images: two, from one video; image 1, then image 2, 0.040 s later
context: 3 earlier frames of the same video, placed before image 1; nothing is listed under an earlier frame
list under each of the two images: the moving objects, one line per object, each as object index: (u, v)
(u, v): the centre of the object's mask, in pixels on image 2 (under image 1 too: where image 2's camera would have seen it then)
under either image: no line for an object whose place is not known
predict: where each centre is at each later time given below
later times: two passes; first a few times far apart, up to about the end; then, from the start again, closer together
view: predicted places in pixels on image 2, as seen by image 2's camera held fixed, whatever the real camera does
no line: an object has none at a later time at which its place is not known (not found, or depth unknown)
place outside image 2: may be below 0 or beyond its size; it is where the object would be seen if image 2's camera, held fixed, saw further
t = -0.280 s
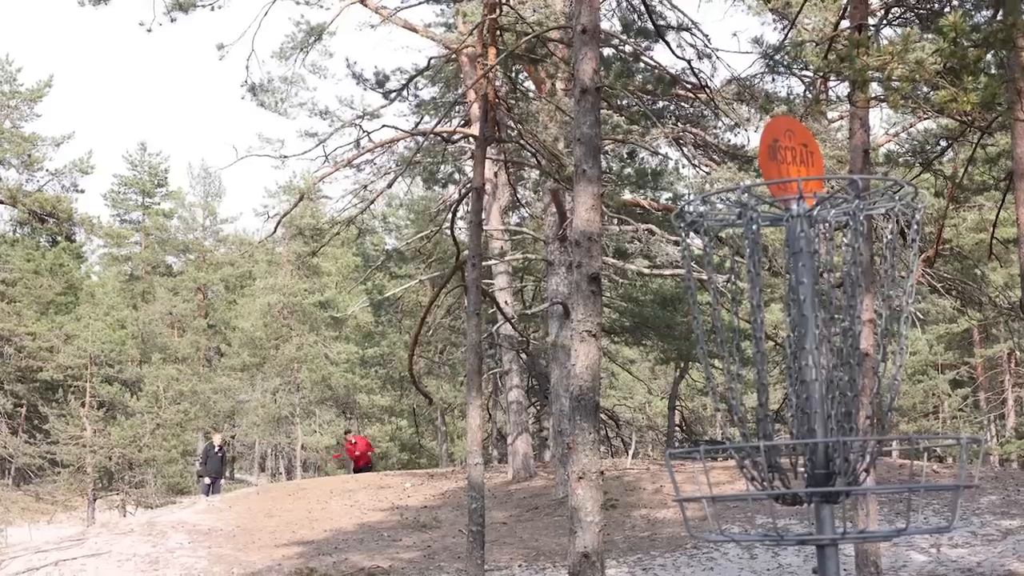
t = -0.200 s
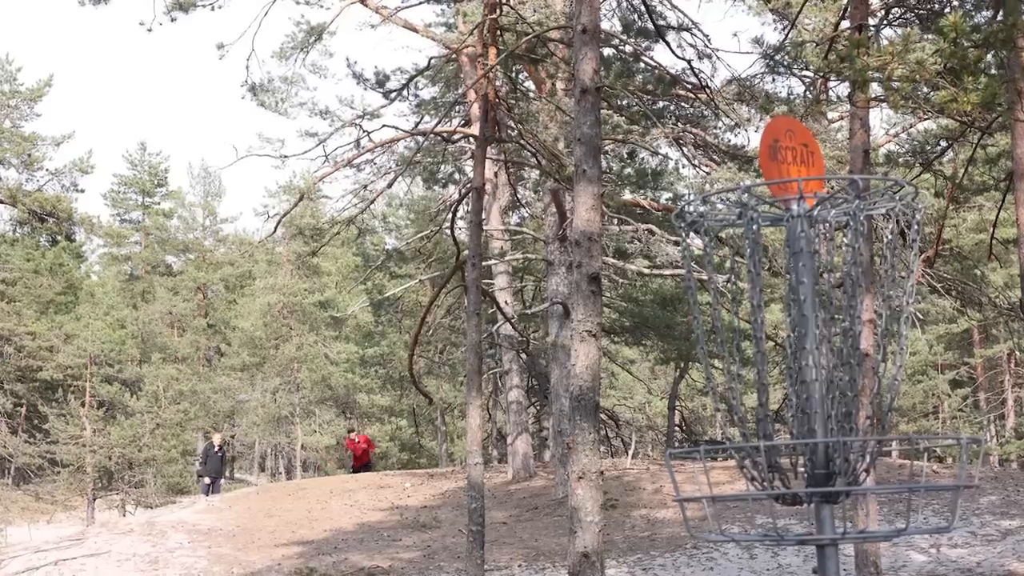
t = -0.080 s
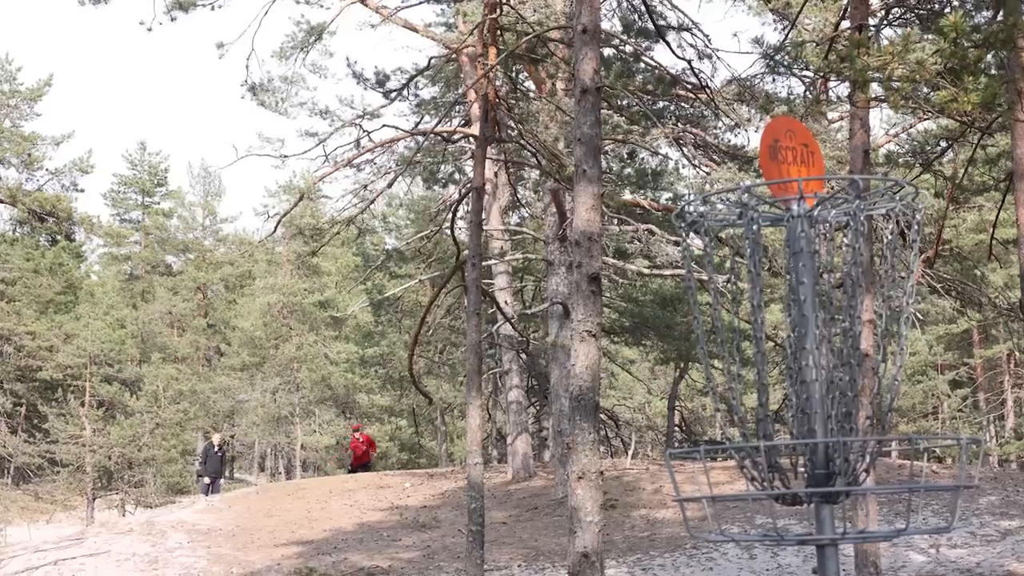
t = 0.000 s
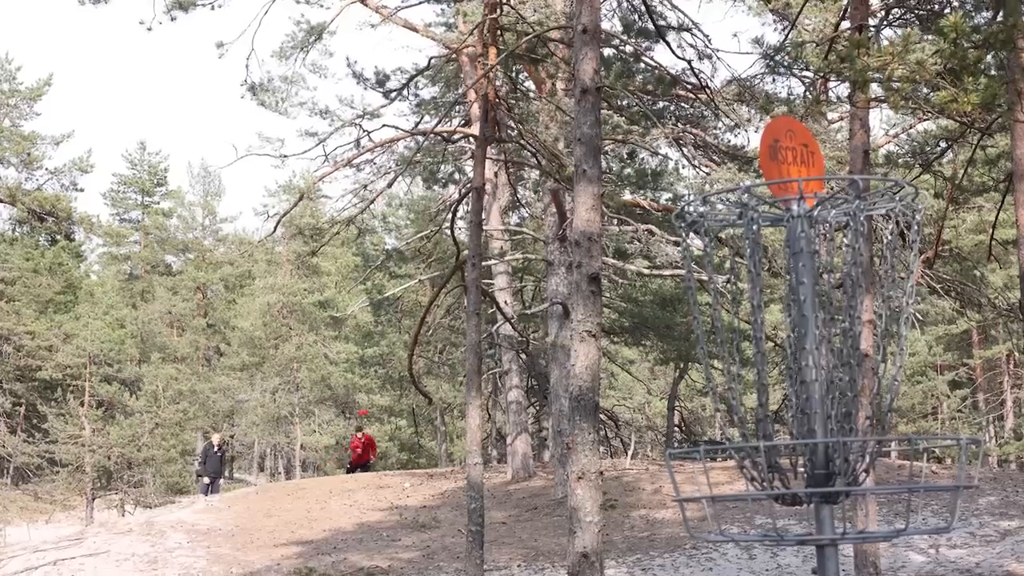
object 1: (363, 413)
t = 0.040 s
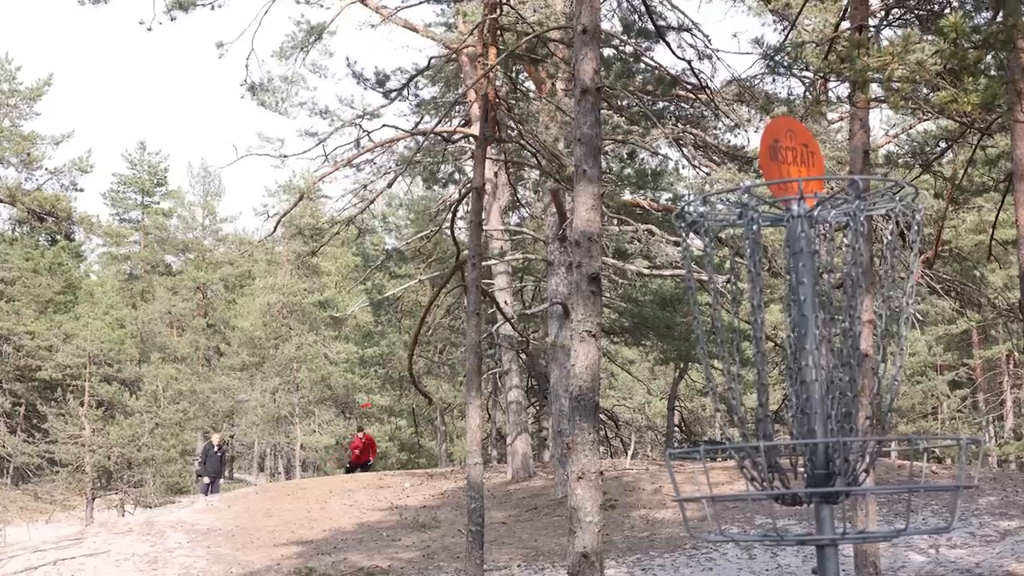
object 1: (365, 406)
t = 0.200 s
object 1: (376, 373)
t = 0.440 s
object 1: (382, 320)
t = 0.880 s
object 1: (343, 222)
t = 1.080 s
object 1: (292, 188)
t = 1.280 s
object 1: (200, 167)
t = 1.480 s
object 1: (42, 168)
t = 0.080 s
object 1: (370, 394)
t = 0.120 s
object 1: (371, 390)
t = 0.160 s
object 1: (374, 384)
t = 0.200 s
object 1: (376, 373)
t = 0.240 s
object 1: (378, 365)
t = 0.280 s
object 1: (380, 355)
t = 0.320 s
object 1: (381, 347)
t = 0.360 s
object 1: (381, 338)
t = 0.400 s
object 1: (382, 328)
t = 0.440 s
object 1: (382, 320)
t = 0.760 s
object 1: (361, 247)
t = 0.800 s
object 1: (357, 237)
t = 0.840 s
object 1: (350, 229)
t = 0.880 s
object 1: (343, 222)
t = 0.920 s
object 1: (335, 214)
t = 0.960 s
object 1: (326, 207)
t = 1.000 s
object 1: (316, 200)
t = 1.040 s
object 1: (305, 194)
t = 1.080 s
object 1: (292, 188)
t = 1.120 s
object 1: (278, 183)
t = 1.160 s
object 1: (261, 178)
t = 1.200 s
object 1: (243, 173)
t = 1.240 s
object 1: (223, 170)
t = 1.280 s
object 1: (200, 167)
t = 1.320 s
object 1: (174, 165)
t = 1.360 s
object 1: (147, 164)
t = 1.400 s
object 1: (117, 163)
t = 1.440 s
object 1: (80, 165)
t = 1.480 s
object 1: (42, 168)
